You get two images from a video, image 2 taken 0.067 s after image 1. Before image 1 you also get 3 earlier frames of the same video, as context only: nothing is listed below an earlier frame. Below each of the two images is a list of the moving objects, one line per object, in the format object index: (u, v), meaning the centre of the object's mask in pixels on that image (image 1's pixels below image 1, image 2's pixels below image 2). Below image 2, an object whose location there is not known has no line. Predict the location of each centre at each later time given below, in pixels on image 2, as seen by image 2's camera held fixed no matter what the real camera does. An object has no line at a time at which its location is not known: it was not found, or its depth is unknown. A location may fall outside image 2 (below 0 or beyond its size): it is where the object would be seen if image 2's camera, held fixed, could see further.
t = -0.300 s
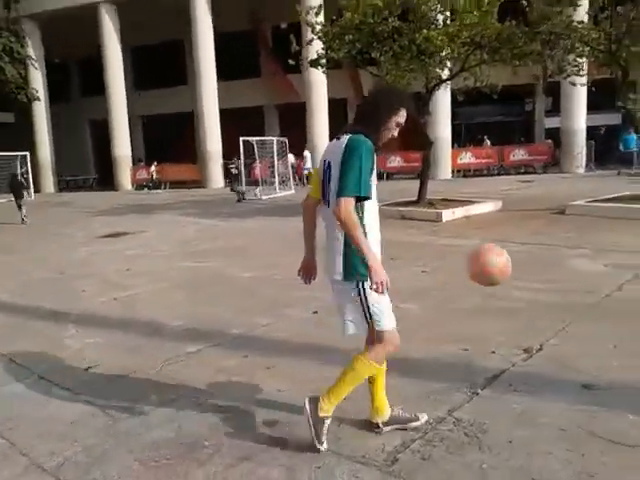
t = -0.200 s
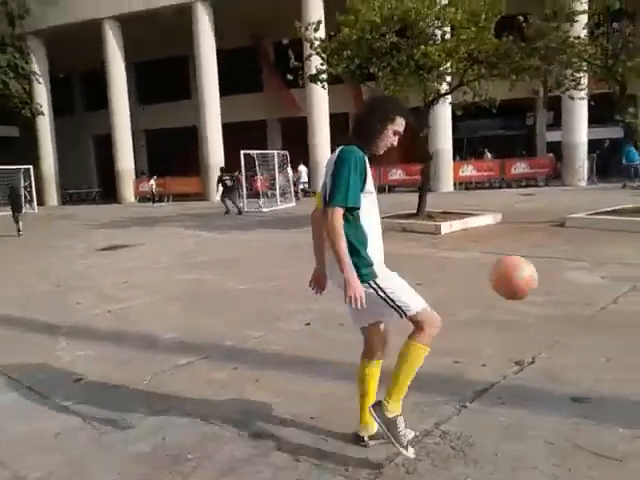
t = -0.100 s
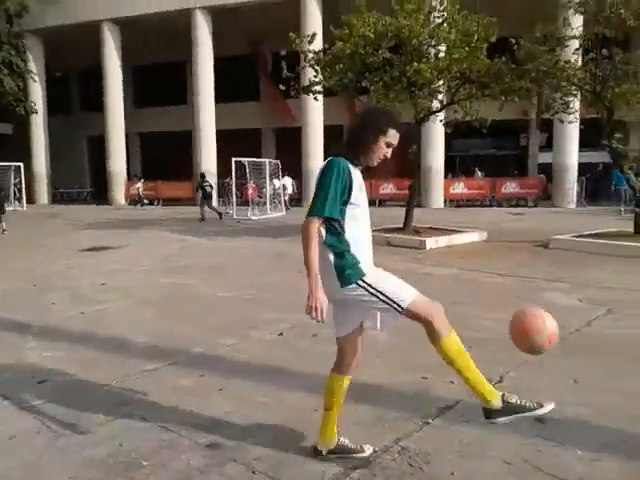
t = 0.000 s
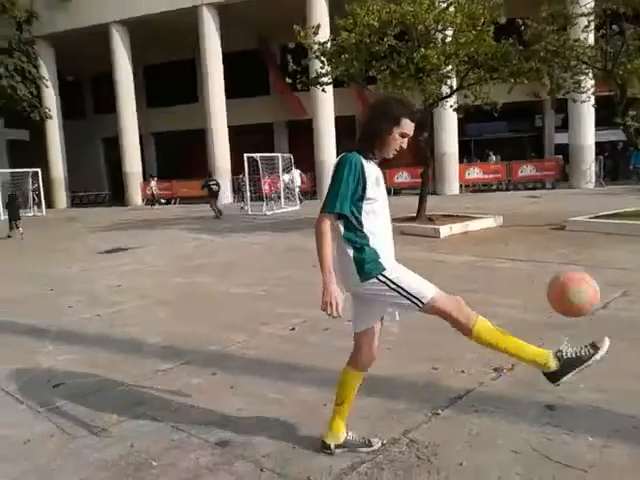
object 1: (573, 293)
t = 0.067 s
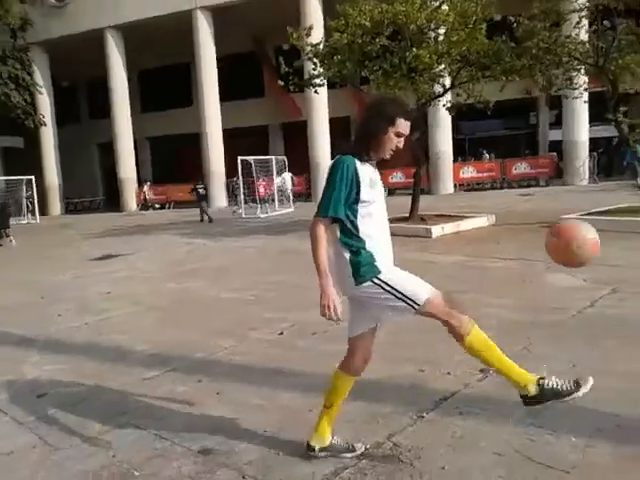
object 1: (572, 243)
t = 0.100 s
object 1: (577, 221)
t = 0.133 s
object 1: (579, 202)
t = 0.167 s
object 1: (583, 183)
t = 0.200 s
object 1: (587, 166)
